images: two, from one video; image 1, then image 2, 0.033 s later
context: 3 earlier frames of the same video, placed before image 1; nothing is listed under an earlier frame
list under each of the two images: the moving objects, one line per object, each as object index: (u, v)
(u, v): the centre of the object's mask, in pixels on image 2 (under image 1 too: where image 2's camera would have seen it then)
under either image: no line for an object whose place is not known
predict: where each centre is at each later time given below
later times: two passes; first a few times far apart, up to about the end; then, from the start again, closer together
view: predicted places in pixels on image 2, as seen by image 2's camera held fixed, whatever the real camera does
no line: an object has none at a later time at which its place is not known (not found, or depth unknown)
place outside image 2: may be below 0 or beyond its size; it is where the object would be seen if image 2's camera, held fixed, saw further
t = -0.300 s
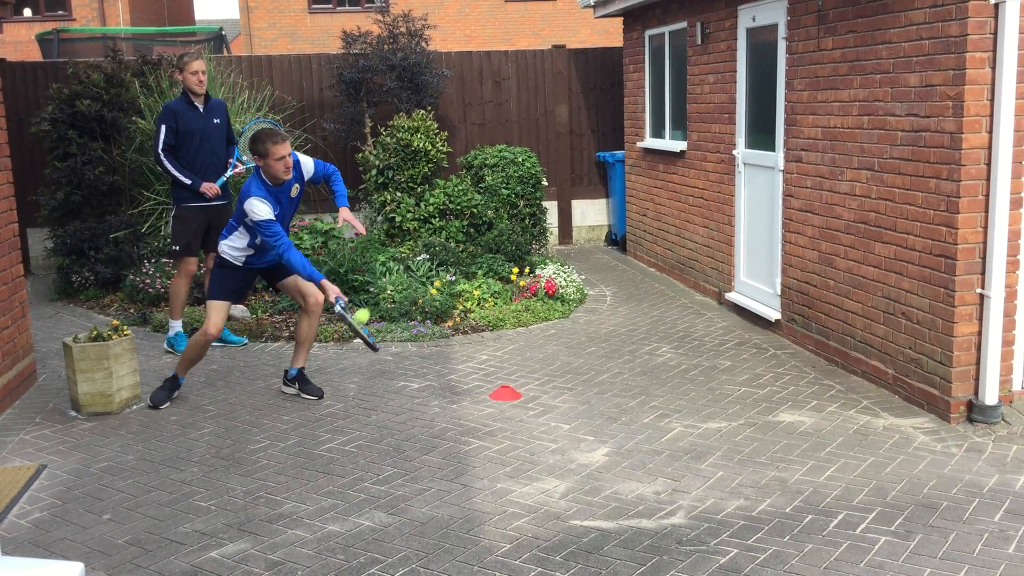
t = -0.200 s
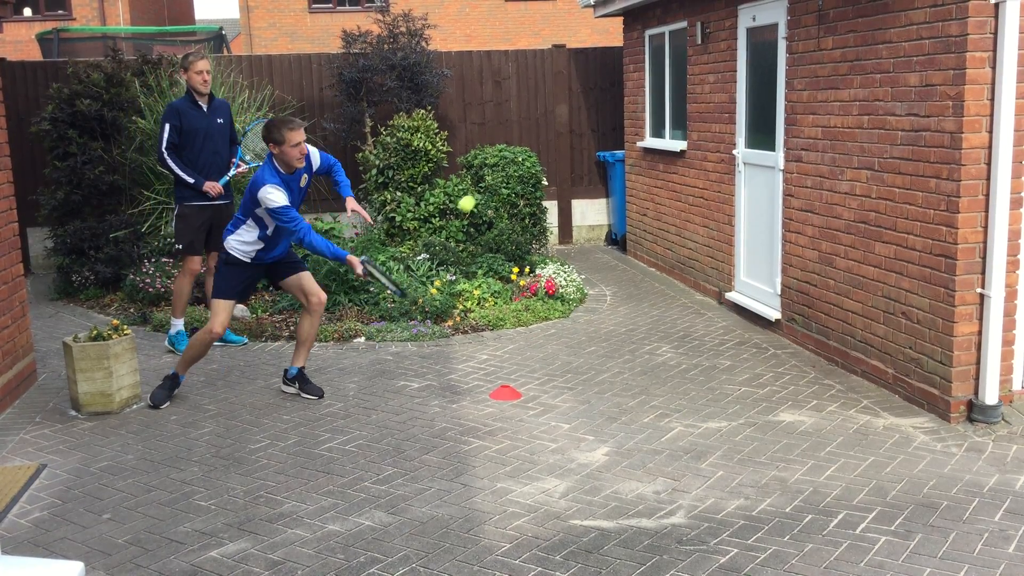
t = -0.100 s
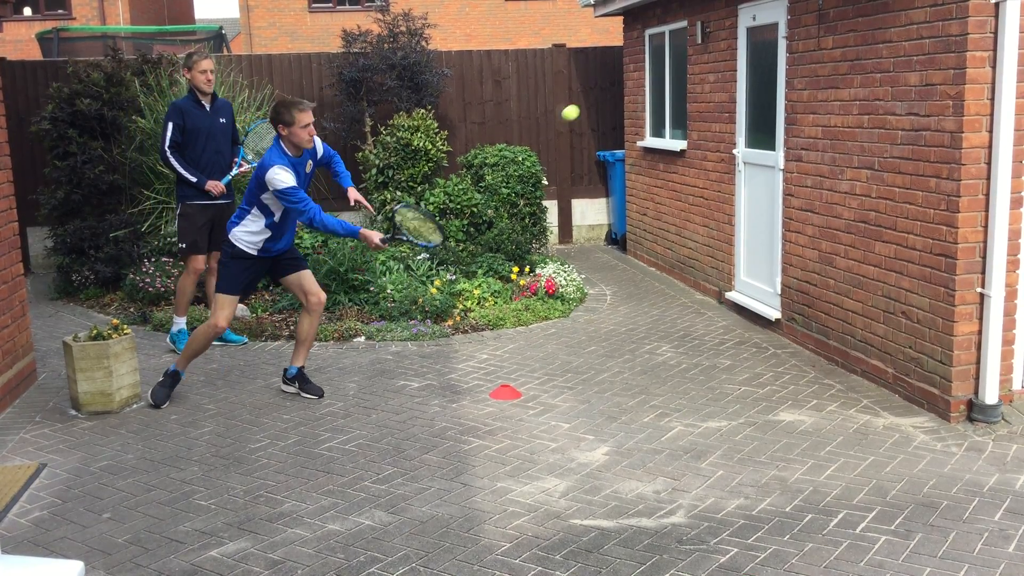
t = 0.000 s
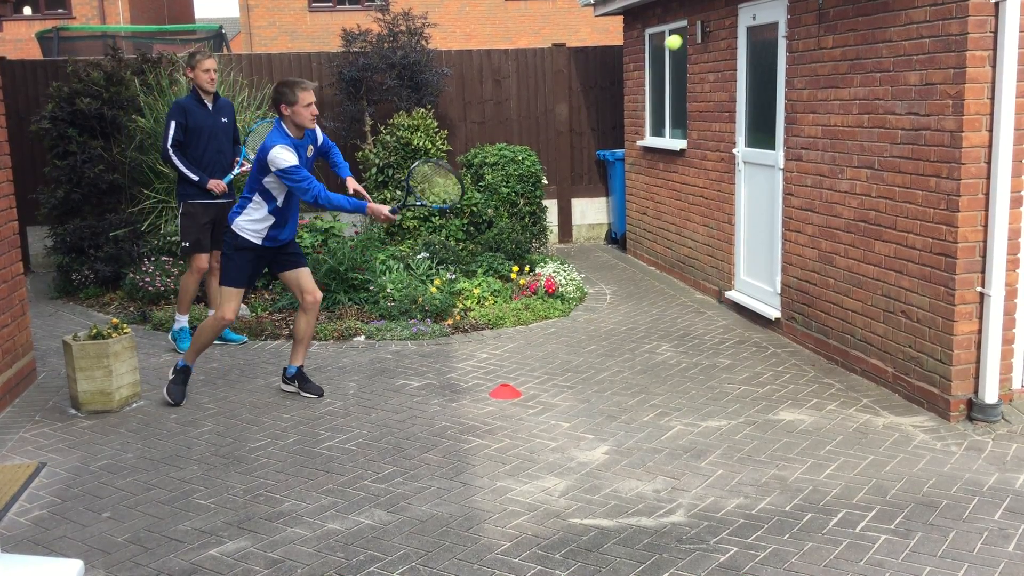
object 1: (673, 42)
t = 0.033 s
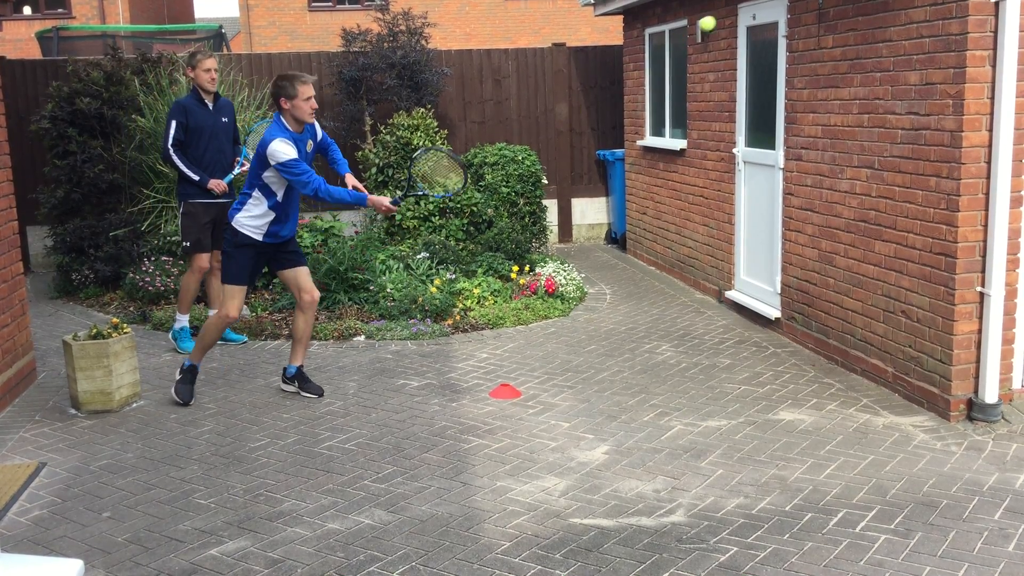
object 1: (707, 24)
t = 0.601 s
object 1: (662, 127)
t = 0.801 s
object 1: (518, 332)
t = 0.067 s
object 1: (741, 8)
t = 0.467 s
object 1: (764, 33)
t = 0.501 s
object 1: (738, 53)
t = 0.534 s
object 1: (713, 75)
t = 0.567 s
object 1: (688, 100)
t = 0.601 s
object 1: (662, 127)
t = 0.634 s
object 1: (638, 156)
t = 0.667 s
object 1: (613, 186)
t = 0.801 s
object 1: (518, 332)
